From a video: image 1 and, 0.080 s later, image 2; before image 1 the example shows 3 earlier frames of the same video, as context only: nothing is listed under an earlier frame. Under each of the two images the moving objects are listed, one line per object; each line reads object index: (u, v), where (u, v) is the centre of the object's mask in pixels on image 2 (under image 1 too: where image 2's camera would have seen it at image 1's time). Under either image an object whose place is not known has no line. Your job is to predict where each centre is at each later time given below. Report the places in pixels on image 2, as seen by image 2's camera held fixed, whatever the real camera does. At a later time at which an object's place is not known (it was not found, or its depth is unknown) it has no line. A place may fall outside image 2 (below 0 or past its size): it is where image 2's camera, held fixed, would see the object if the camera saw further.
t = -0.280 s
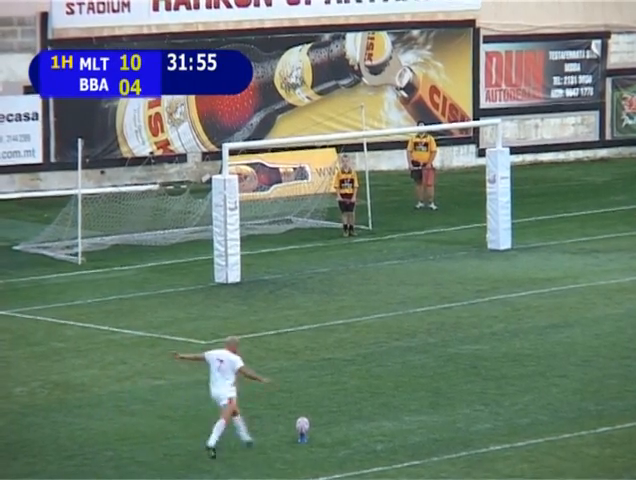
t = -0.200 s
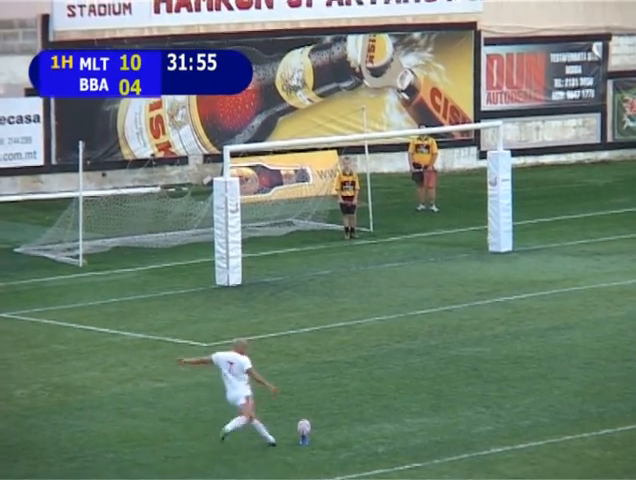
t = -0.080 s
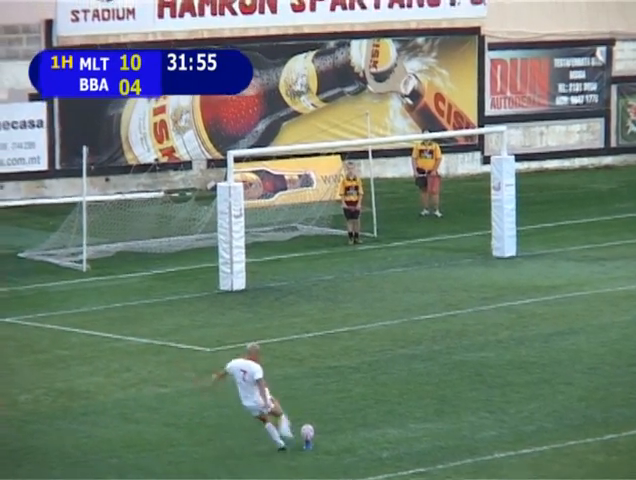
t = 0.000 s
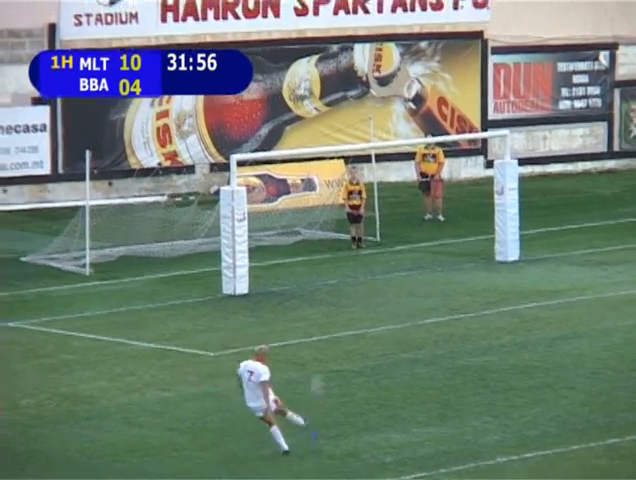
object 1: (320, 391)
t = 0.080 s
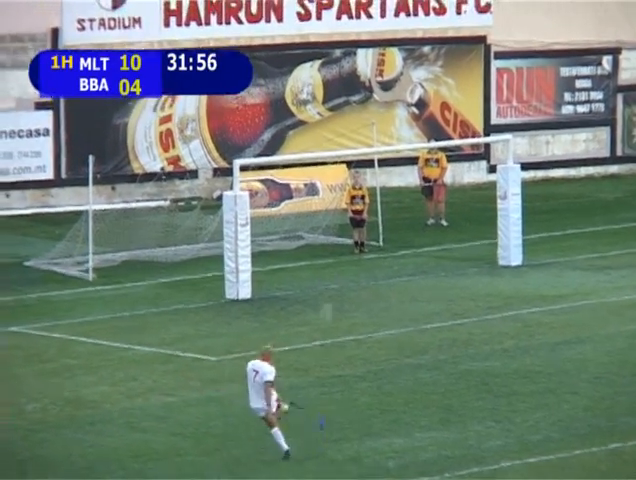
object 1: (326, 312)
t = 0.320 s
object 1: (341, 130)
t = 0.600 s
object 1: (351, -24)
